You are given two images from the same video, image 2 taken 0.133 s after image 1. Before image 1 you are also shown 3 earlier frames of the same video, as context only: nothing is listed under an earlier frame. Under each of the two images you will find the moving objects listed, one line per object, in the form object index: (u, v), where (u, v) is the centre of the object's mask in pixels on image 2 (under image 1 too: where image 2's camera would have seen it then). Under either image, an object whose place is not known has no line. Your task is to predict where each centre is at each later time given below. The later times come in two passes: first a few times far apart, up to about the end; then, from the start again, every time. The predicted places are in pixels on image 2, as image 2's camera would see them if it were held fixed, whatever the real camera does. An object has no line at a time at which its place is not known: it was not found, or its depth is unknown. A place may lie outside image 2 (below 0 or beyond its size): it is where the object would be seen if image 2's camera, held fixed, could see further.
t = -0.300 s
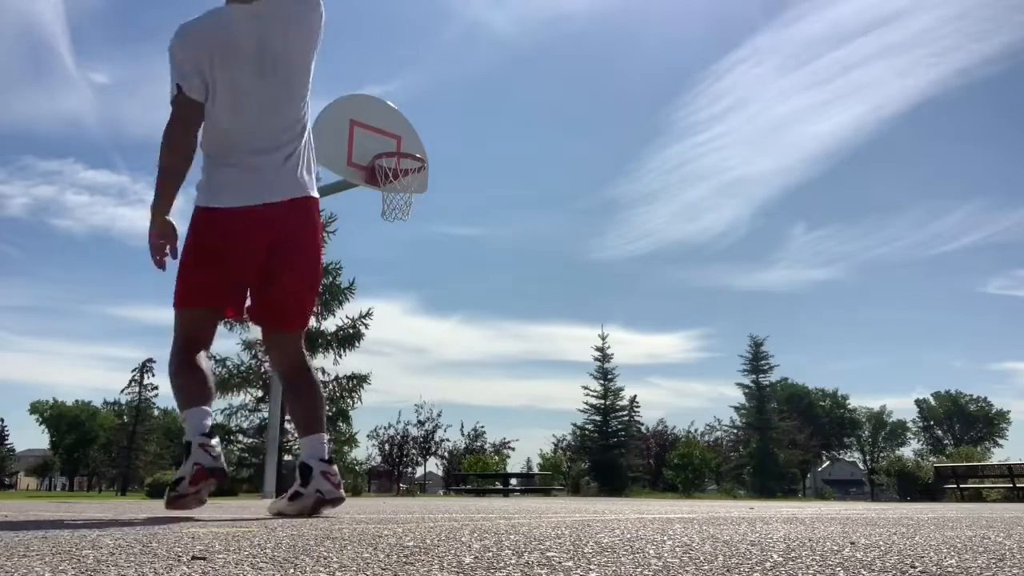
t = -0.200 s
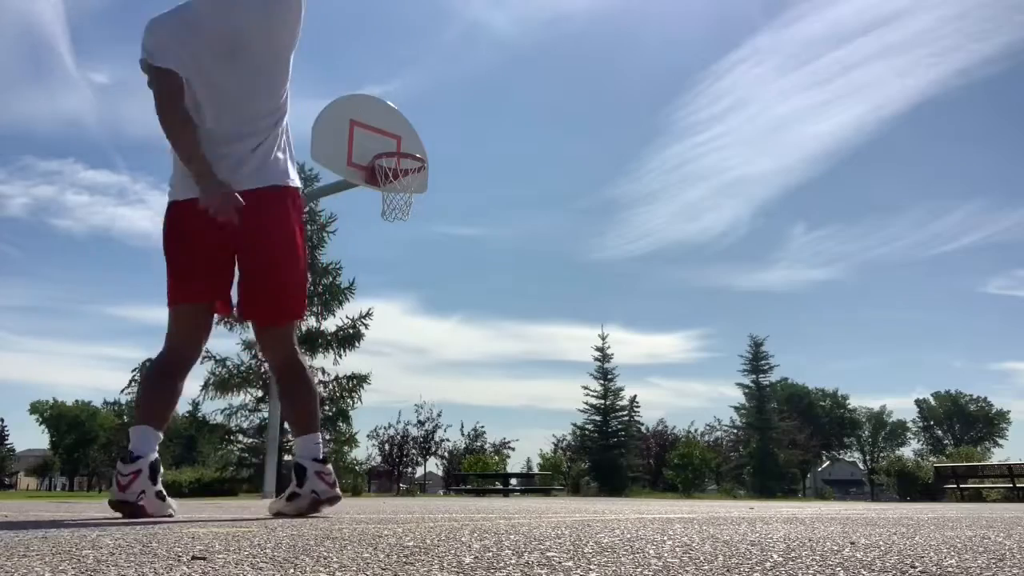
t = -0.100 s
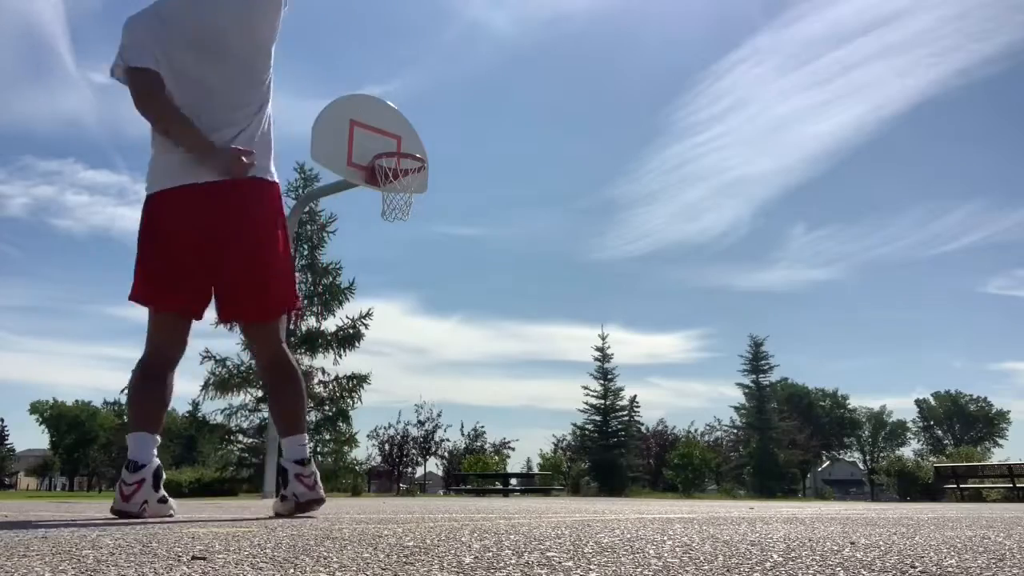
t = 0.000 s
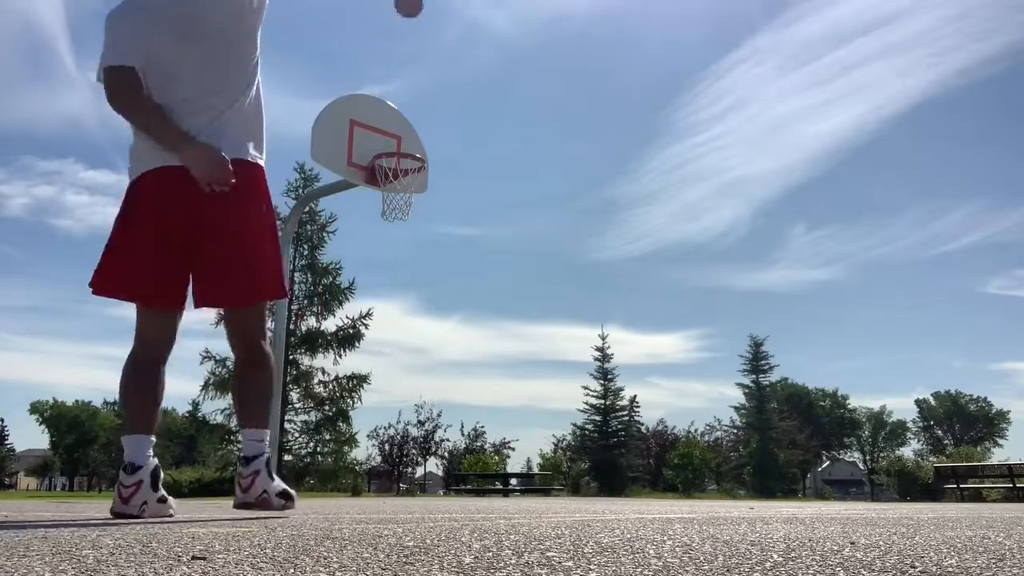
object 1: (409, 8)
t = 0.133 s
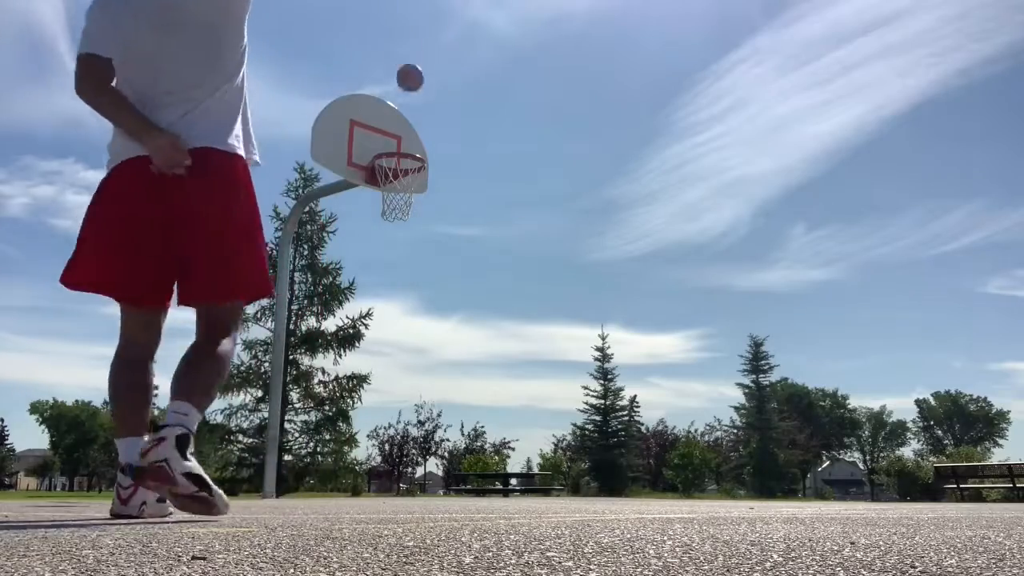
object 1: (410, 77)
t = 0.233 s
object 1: (410, 139)
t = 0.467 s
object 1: (372, 190)
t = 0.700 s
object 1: (356, 209)
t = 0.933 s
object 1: (338, 287)
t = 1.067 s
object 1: (325, 363)
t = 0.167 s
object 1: (410, 98)
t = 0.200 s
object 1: (410, 118)
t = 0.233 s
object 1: (410, 139)
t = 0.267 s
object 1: (411, 160)
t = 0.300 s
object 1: (405, 172)
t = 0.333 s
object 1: (394, 188)
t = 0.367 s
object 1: (384, 192)
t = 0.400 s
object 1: (379, 191)
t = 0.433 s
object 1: (376, 188)
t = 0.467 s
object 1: (372, 190)
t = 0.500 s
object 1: (371, 189)
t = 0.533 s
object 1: (368, 191)
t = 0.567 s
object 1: (365, 193)
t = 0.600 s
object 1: (363, 196)
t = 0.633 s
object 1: (360, 198)
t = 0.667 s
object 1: (358, 203)
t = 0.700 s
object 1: (356, 209)
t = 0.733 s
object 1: (354, 216)
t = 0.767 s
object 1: (351, 225)
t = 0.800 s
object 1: (348, 235)
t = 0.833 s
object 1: (346, 246)
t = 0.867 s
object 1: (344, 258)
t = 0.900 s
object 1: (341, 273)
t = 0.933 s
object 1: (338, 287)
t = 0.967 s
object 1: (334, 304)
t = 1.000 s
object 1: (330, 321)
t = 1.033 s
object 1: (328, 343)
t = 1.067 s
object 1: (325, 363)
